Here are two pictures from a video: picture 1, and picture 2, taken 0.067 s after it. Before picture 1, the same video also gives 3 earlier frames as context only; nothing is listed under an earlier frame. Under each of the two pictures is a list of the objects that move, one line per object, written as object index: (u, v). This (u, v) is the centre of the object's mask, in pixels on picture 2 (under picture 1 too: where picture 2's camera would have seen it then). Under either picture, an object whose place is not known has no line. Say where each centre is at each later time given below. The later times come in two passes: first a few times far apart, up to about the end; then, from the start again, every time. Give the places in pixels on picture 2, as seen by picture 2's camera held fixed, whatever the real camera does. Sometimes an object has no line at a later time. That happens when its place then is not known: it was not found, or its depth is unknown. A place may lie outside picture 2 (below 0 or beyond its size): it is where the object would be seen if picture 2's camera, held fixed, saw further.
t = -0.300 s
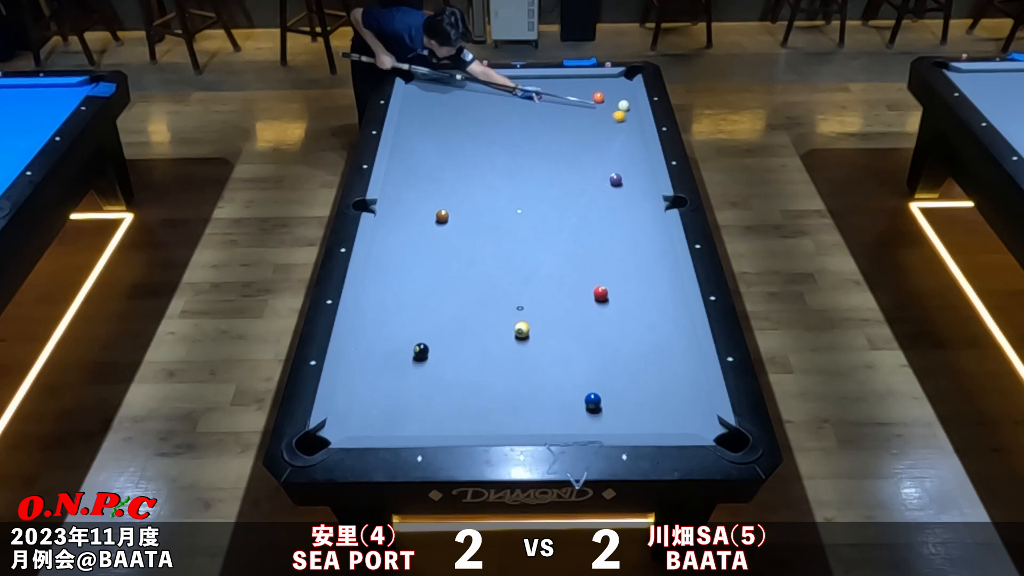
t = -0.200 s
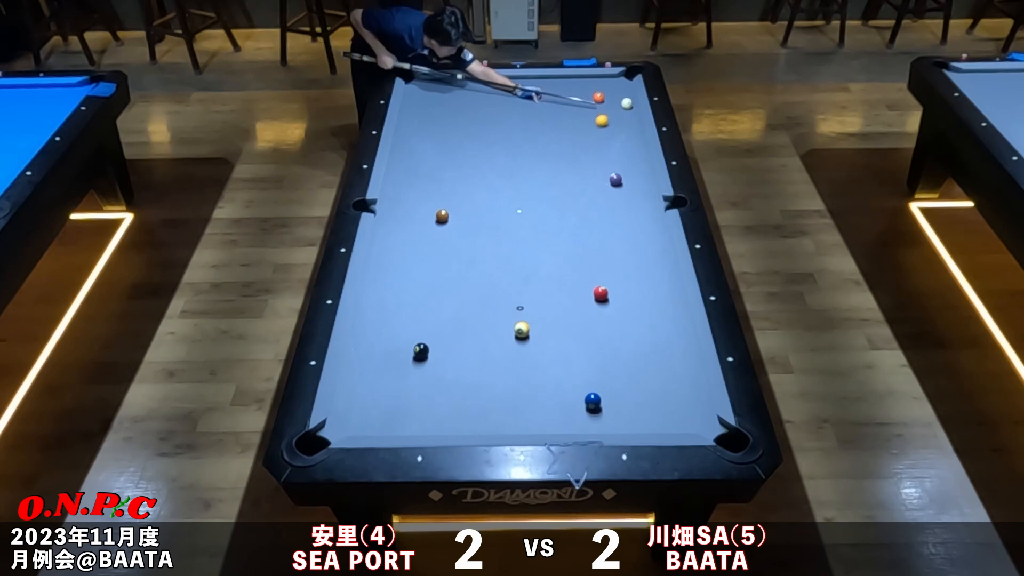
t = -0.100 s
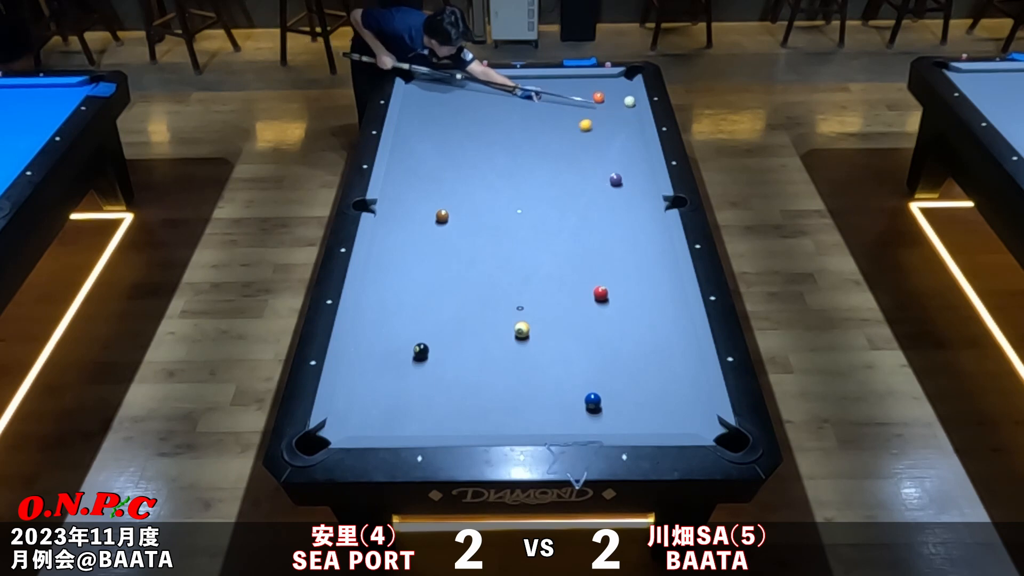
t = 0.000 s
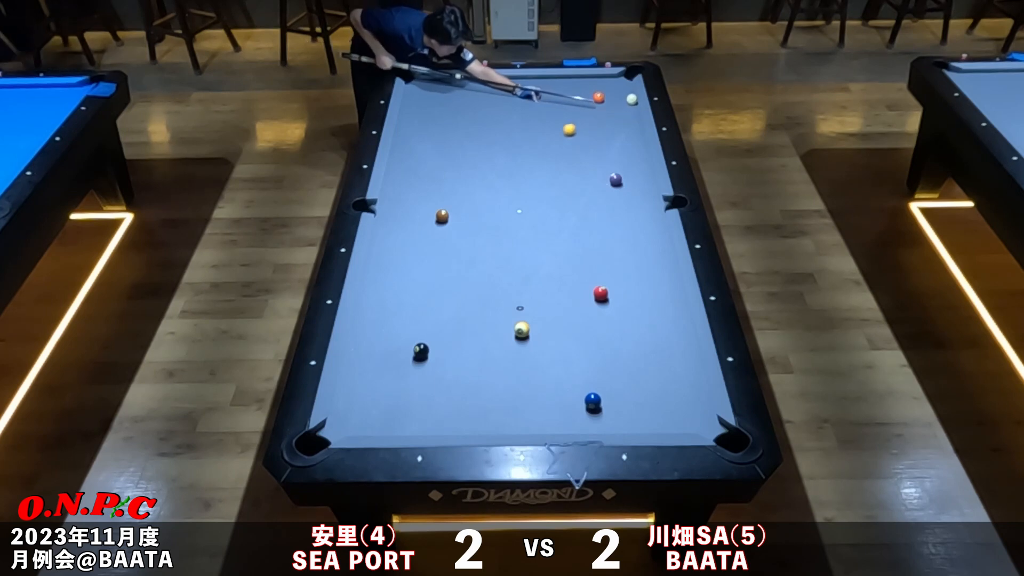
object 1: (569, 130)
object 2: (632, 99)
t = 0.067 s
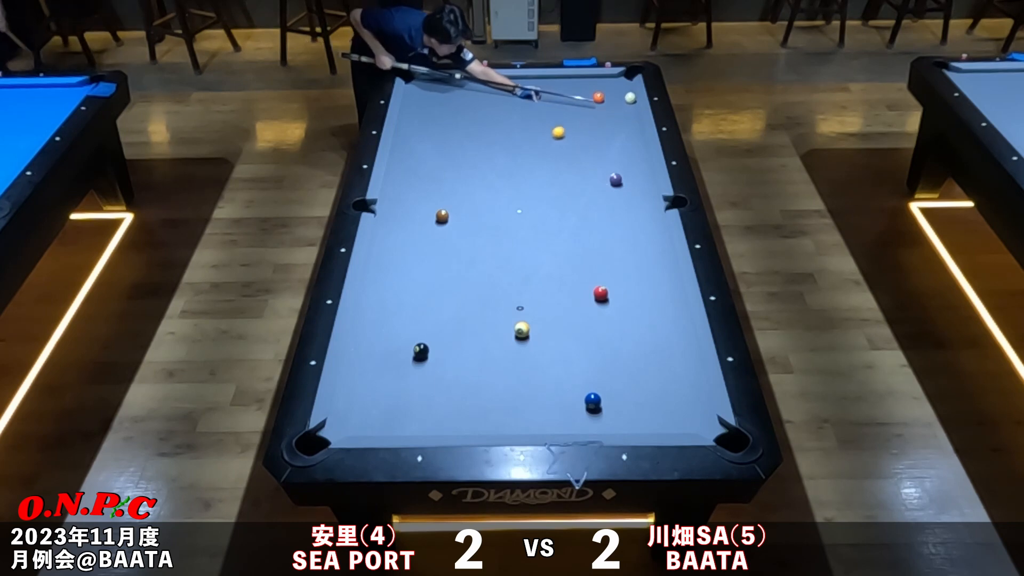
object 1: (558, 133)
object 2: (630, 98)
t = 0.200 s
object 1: (536, 139)
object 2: (627, 95)
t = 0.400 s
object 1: (503, 148)
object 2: (623, 91)
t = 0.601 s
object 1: (469, 157)
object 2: (619, 87)
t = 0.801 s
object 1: (436, 166)
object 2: (615, 84)
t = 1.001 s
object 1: (401, 175)
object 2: (612, 81)
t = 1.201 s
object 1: (400, 180)
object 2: (609, 78)
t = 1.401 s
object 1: (415, 183)
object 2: (607, 77)
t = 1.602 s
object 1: (429, 186)
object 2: (606, 78)
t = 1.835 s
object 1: (446, 189)
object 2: (605, 79)
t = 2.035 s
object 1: (459, 193)
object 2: (605, 79)
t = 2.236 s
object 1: (472, 195)
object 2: (605, 80)
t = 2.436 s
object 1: (484, 198)
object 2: (605, 80)
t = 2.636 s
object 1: (496, 200)
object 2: (605, 79)
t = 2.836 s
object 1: (507, 202)
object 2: (605, 79)
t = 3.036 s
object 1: (517, 204)
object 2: (605, 79)
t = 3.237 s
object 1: (526, 206)
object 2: (605, 79)
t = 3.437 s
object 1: (535, 208)
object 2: (605, 79)
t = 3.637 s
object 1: (543, 209)
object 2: (605, 79)
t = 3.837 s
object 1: (551, 211)
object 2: (605, 79)
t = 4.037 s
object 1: (557, 212)
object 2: (605, 79)
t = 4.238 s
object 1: (563, 213)
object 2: (605, 79)
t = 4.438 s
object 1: (568, 214)
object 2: (605, 79)
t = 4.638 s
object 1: (572, 215)
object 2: (605, 80)
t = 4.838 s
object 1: (576, 215)
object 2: (605, 80)
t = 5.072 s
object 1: (579, 216)
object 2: (605, 80)
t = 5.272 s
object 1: (580, 216)
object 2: (605, 80)
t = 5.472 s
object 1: (581, 217)
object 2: (605, 80)
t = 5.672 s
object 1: (581, 217)
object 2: (605, 80)
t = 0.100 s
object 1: (553, 134)
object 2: (629, 97)
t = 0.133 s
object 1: (547, 136)
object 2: (629, 96)
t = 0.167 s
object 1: (542, 137)
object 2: (628, 96)
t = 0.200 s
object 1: (536, 139)
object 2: (627, 95)
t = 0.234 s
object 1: (531, 140)
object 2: (626, 94)
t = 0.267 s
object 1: (525, 142)
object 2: (626, 93)
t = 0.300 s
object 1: (519, 143)
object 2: (625, 93)
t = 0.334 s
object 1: (514, 145)
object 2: (624, 92)
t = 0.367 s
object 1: (508, 146)
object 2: (623, 92)
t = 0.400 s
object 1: (503, 148)
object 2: (623, 91)
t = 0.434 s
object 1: (497, 149)
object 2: (622, 90)
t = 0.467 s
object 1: (492, 151)
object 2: (621, 90)
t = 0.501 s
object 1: (486, 152)
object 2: (621, 89)
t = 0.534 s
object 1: (480, 154)
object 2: (620, 88)
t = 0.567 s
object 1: (475, 155)
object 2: (619, 88)
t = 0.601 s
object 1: (469, 157)
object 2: (619, 87)
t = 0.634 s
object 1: (464, 158)
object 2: (618, 87)
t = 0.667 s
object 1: (458, 160)
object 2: (618, 86)
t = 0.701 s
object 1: (452, 161)
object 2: (617, 85)
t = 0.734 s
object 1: (447, 163)
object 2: (616, 85)
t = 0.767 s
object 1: (441, 164)
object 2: (616, 85)
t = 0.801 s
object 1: (436, 166)
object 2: (615, 84)
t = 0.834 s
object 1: (430, 167)
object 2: (615, 83)
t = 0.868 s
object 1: (424, 169)
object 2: (614, 83)
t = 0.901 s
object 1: (419, 170)
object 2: (613, 82)
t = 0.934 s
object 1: (413, 172)
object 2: (613, 82)
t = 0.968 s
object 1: (407, 173)
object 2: (612, 81)
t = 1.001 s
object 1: (401, 175)
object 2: (612, 81)
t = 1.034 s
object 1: (396, 176)
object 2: (612, 80)
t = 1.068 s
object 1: (390, 178)
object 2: (611, 80)
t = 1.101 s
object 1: (391, 178)
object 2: (611, 79)
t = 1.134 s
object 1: (394, 179)
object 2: (610, 79)
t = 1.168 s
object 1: (397, 180)
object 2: (610, 79)
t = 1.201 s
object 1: (400, 180)
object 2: (609, 78)
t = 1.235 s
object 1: (402, 180)
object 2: (609, 78)
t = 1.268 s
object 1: (404, 181)
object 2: (608, 77)
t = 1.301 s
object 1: (407, 182)
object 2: (608, 77)
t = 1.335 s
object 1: (410, 182)
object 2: (608, 77)
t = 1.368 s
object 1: (412, 183)
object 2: (607, 77)
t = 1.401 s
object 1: (415, 183)
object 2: (607, 77)
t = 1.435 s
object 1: (417, 184)
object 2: (607, 77)
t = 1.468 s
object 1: (420, 184)
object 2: (607, 77)
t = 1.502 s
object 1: (422, 185)
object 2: (607, 77)
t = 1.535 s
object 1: (425, 185)
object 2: (607, 78)
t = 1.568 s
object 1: (427, 186)
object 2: (606, 78)
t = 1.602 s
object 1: (429, 186)
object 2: (606, 78)
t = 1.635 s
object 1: (432, 187)
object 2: (606, 78)
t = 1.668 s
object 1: (434, 187)
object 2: (606, 78)
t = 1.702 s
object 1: (437, 188)
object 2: (606, 78)
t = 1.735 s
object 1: (439, 188)
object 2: (606, 78)
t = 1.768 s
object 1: (441, 189)
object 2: (606, 79)
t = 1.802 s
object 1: (444, 189)
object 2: (605, 79)
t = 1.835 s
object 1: (446, 189)
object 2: (605, 79)
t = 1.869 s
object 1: (448, 190)
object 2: (605, 79)
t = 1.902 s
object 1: (451, 191)
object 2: (605, 79)
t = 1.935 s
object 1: (453, 191)
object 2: (605, 79)
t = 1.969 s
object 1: (455, 192)
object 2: (605, 79)
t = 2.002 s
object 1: (457, 192)
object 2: (605, 79)
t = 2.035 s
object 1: (459, 193)
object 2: (605, 79)
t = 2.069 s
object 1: (462, 193)
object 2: (605, 79)
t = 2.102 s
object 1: (464, 194)
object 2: (605, 79)
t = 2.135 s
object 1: (466, 194)
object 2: (605, 79)
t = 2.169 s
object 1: (468, 195)
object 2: (605, 79)
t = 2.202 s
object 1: (470, 195)
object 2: (605, 80)
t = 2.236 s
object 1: (472, 195)
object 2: (605, 80)
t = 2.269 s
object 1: (474, 196)
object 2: (605, 80)
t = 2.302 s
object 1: (476, 196)
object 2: (605, 80)
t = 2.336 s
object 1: (478, 197)
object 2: (605, 80)
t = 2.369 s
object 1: (480, 197)
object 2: (605, 80)
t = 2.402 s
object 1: (482, 197)
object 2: (605, 80)
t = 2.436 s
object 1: (484, 198)
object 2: (605, 80)
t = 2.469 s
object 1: (486, 198)
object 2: (605, 80)
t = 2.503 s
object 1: (488, 199)
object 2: (605, 80)
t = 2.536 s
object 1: (490, 199)
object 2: (605, 80)
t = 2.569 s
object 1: (492, 200)
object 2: (605, 80)
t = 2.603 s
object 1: (494, 200)
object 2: (605, 79)
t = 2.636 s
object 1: (496, 200)
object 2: (605, 79)
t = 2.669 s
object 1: (498, 200)
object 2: (605, 79)
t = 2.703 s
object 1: (500, 201)
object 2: (605, 79)
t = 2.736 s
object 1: (501, 201)
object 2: (605, 79)
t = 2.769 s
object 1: (503, 202)
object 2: (605, 79)
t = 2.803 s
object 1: (505, 202)
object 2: (605, 79)
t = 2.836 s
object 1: (507, 202)
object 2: (605, 79)
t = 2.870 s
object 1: (508, 203)
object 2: (605, 79)
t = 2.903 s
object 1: (510, 203)
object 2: (605, 79)
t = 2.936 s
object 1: (512, 203)
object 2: (605, 79)
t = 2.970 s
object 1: (513, 203)
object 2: (605, 79)
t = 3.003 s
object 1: (515, 204)
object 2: (605, 79)
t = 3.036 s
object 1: (517, 204)
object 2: (605, 79)
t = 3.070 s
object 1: (518, 204)
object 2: (605, 79)
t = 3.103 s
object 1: (520, 205)
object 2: (605, 79)
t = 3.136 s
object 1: (522, 205)
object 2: (605, 79)
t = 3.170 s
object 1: (523, 206)
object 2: (605, 79)
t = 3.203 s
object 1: (525, 206)
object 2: (605, 79)
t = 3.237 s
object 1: (526, 206)
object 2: (605, 79)
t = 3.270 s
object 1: (528, 207)
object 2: (605, 79)
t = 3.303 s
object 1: (529, 207)
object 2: (605, 79)
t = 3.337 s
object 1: (531, 207)
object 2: (605, 79)
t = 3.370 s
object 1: (532, 207)
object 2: (605, 79)
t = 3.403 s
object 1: (534, 207)
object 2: (605, 79)
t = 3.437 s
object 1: (535, 208)
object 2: (605, 79)
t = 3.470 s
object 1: (536, 208)
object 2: (605, 79)
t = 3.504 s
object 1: (538, 208)
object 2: (605, 79)
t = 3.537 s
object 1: (539, 208)
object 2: (605, 79)
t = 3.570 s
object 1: (541, 209)
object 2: (605, 79)
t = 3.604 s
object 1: (542, 209)
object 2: (605, 79)
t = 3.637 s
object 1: (543, 209)
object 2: (605, 79)
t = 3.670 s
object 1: (544, 210)
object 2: (605, 79)
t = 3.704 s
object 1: (546, 210)
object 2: (605, 79)
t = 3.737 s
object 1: (547, 210)
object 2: (605, 79)
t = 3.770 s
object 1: (548, 210)
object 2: (605, 79)
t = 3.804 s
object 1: (549, 211)
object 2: (605, 79)
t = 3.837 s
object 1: (551, 211)
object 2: (605, 79)
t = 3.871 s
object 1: (552, 211)
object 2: (605, 79)
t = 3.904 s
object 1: (553, 211)
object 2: (605, 79)
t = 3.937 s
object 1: (554, 211)
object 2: (605, 79)
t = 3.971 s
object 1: (555, 212)
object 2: (605, 79)
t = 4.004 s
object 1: (556, 212)
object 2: (605, 79)
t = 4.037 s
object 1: (557, 212)
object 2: (605, 79)
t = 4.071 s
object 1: (558, 212)
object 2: (605, 79)
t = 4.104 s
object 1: (559, 212)
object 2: (605, 79)
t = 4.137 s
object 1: (560, 213)
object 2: (605, 79)
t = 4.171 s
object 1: (561, 213)
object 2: (605, 79)
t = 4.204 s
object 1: (562, 213)
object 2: (605, 79)
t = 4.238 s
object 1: (563, 213)
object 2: (605, 79)
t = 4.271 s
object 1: (564, 213)
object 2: (605, 79)
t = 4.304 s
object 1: (565, 214)
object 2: (605, 79)
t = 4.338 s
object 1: (565, 214)
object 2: (605, 79)
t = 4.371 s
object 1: (566, 214)
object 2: (605, 79)
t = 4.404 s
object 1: (567, 214)
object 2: (605, 79)
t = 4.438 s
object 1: (568, 214)
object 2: (605, 79)
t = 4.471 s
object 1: (568, 214)
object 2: (605, 79)
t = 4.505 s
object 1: (569, 214)
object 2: (605, 80)
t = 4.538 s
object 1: (570, 214)
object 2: (605, 79)
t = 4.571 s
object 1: (571, 215)
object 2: (605, 80)
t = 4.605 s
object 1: (572, 215)
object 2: (605, 80)
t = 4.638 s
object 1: (572, 215)
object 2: (605, 80)
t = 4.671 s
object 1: (573, 215)
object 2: (605, 80)
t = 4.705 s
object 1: (573, 215)
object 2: (605, 79)
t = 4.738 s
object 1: (574, 215)
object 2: (605, 80)
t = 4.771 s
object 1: (575, 215)
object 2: (605, 80)
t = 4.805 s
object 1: (575, 215)
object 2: (605, 80)
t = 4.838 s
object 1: (576, 215)
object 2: (605, 80)
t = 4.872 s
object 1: (576, 215)
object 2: (605, 80)
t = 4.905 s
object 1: (577, 216)
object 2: (605, 80)
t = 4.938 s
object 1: (577, 215)
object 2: (605, 80)
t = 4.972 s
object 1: (577, 216)
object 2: (605, 80)
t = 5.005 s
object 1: (578, 215)
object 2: (605, 80)
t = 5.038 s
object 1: (578, 216)
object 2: (605, 80)
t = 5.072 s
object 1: (579, 216)
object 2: (605, 80)
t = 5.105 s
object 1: (579, 216)
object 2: (605, 80)
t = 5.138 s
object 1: (579, 216)
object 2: (605, 80)
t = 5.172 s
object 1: (579, 216)
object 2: (605, 80)
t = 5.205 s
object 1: (580, 216)
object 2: (605, 80)
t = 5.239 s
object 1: (580, 216)
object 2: (605, 80)
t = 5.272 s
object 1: (580, 216)
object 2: (605, 80)
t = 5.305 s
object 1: (580, 217)
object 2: (605, 80)
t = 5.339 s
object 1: (580, 217)
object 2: (605, 80)
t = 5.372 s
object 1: (580, 217)
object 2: (605, 80)
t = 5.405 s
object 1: (581, 216)
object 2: (605, 80)
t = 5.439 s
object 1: (581, 217)
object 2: (605, 80)
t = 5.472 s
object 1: (581, 217)
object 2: (605, 80)
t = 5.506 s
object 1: (581, 217)
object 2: (605, 80)
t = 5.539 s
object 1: (581, 217)
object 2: (605, 80)
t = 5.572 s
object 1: (581, 217)
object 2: (605, 80)
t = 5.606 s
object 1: (581, 217)
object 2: (605, 80)
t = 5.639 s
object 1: (581, 217)
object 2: (605, 80)
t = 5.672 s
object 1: (581, 217)
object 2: (605, 80)
